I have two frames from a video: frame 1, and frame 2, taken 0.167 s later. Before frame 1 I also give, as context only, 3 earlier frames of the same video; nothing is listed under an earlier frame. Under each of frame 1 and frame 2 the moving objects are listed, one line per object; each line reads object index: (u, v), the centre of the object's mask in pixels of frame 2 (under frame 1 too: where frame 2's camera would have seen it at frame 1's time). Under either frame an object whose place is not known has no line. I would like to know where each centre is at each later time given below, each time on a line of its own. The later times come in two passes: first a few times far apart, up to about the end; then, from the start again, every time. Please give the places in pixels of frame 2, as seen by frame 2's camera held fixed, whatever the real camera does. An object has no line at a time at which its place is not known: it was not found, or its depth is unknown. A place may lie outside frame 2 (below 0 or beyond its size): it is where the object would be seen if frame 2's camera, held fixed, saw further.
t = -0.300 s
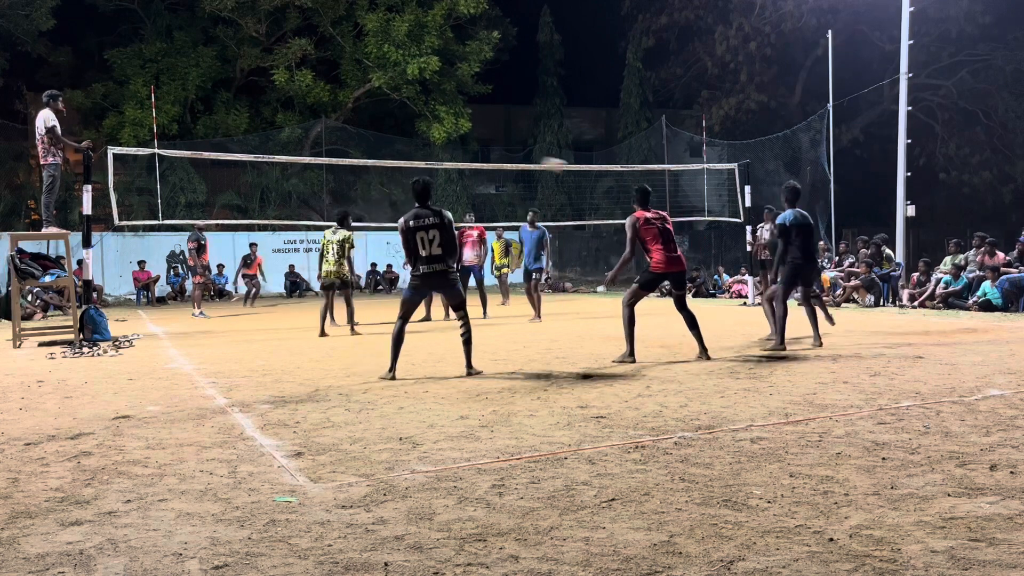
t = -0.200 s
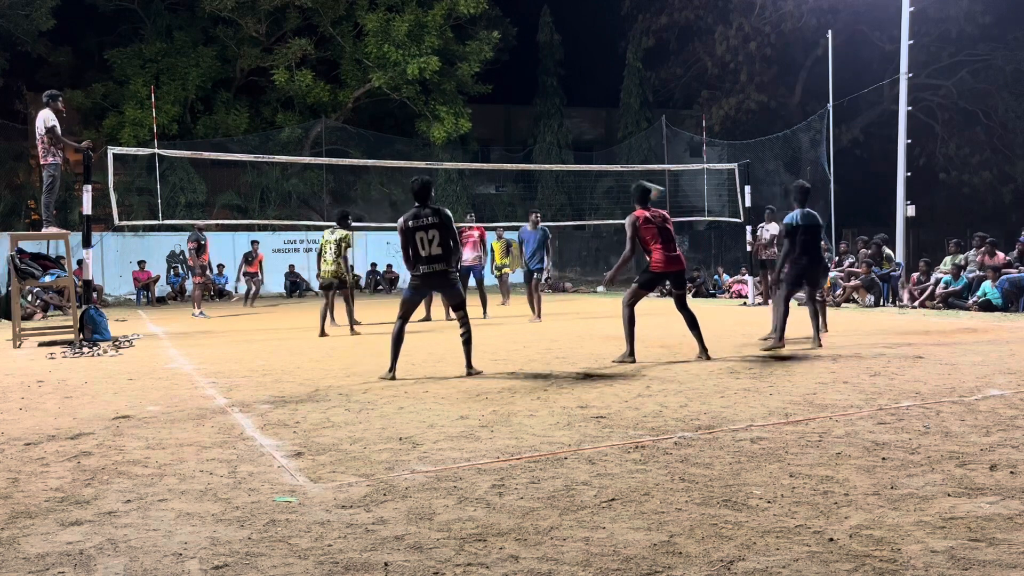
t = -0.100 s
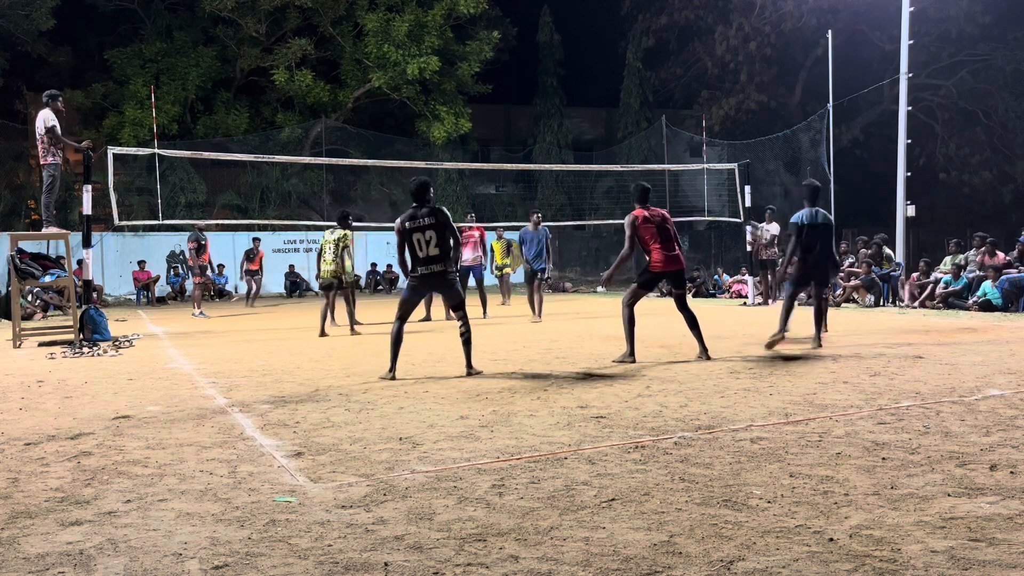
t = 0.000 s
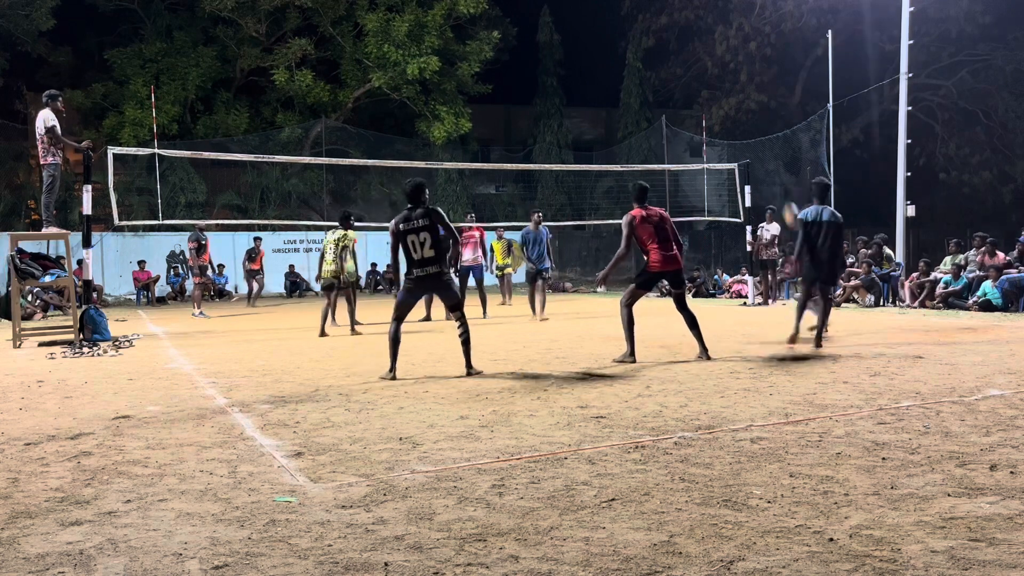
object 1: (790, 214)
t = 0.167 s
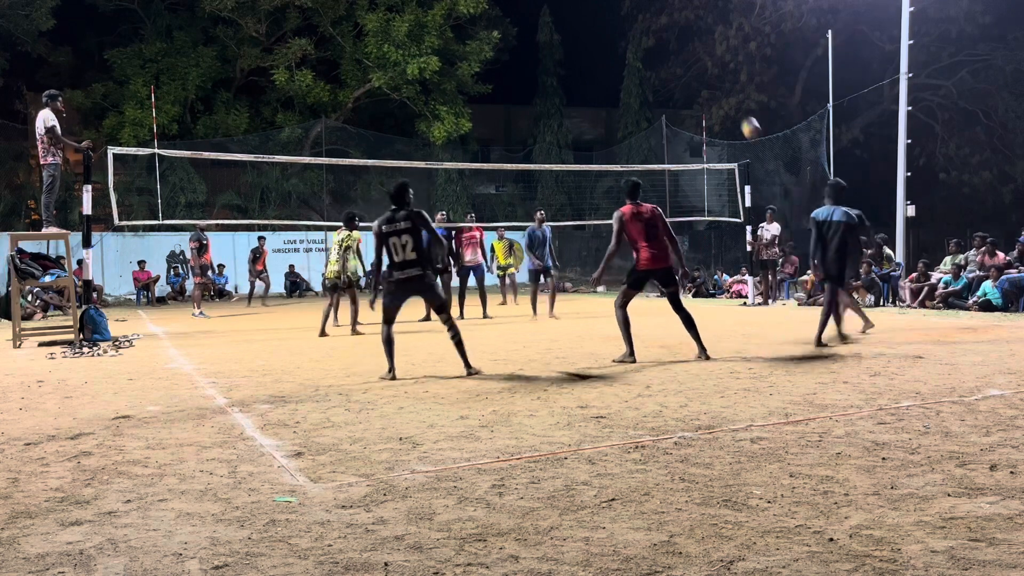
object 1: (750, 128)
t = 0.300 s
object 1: (719, 78)
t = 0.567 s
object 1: (660, 21)
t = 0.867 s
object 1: (601, 25)
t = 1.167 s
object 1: (547, 93)
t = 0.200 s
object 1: (742, 114)
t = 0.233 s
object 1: (735, 102)
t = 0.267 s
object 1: (727, 89)
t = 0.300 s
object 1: (719, 78)
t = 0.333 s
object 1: (711, 67)
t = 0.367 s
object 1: (704, 58)
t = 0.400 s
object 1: (697, 50)
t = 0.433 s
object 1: (690, 42)
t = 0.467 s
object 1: (682, 35)
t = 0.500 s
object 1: (674, 30)
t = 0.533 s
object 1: (667, 25)
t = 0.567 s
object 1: (660, 21)
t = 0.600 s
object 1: (654, 18)
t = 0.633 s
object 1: (647, 16)
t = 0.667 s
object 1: (640, 15)
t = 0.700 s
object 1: (633, 15)
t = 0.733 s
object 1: (627, 15)
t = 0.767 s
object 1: (620, 16)
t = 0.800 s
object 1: (614, 18)
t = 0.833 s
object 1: (607, 21)
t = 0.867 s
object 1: (601, 25)
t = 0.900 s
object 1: (595, 29)
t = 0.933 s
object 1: (588, 35)
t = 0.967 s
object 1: (582, 41)
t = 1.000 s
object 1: (576, 48)
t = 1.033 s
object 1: (570, 55)
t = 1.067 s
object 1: (565, 64)
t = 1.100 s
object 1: (559, 73)
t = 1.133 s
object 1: (553, 83)
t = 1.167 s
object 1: (547, 93)
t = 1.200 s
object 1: (541, 105)
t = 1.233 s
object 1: (536, 116)
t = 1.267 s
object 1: (531, 129)
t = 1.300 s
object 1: (525, 143)
